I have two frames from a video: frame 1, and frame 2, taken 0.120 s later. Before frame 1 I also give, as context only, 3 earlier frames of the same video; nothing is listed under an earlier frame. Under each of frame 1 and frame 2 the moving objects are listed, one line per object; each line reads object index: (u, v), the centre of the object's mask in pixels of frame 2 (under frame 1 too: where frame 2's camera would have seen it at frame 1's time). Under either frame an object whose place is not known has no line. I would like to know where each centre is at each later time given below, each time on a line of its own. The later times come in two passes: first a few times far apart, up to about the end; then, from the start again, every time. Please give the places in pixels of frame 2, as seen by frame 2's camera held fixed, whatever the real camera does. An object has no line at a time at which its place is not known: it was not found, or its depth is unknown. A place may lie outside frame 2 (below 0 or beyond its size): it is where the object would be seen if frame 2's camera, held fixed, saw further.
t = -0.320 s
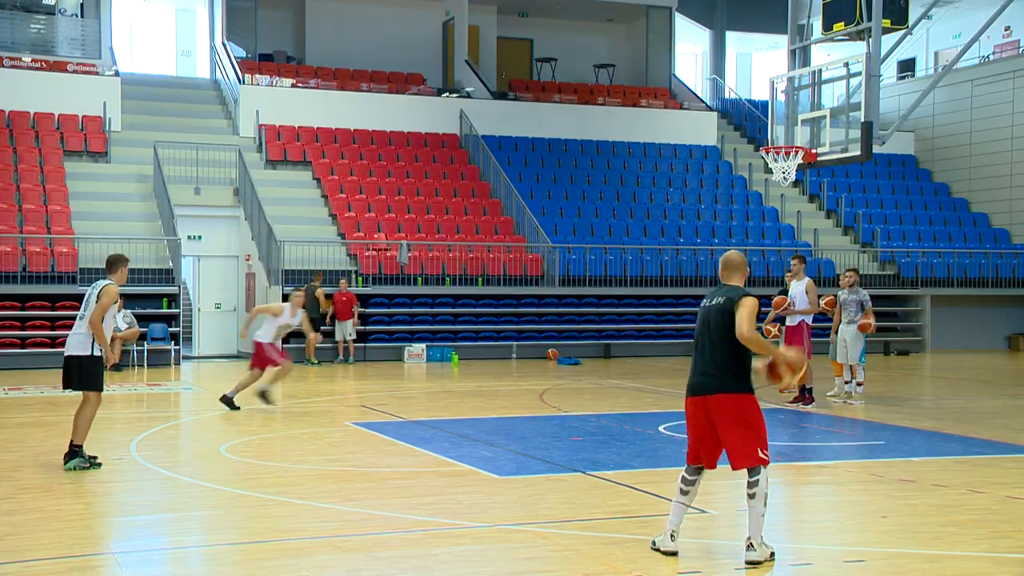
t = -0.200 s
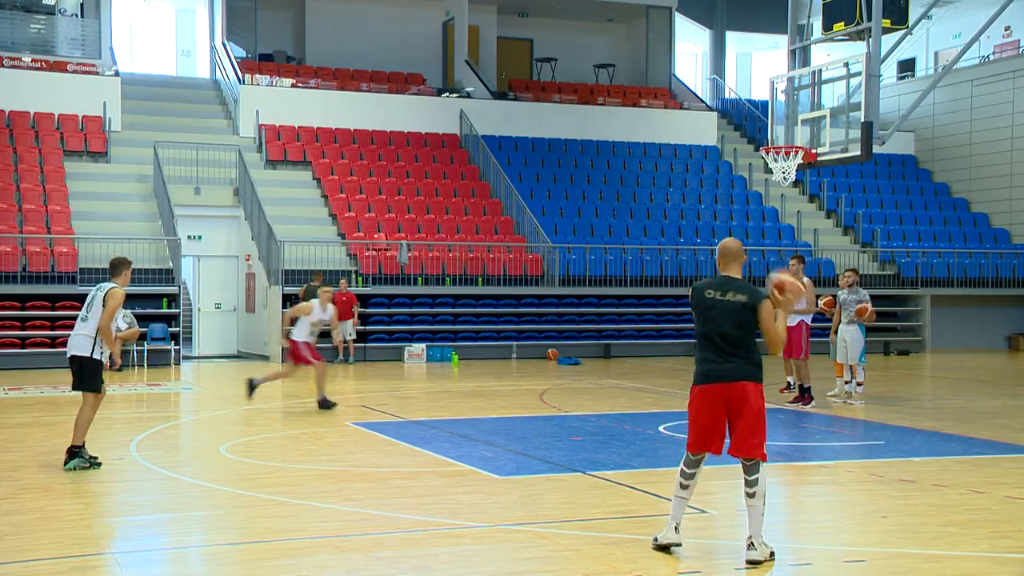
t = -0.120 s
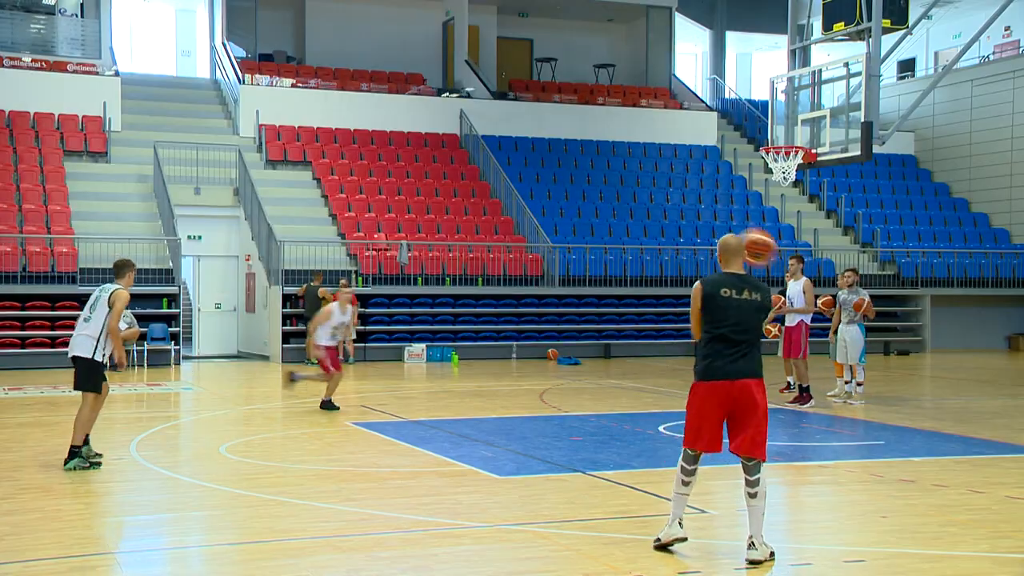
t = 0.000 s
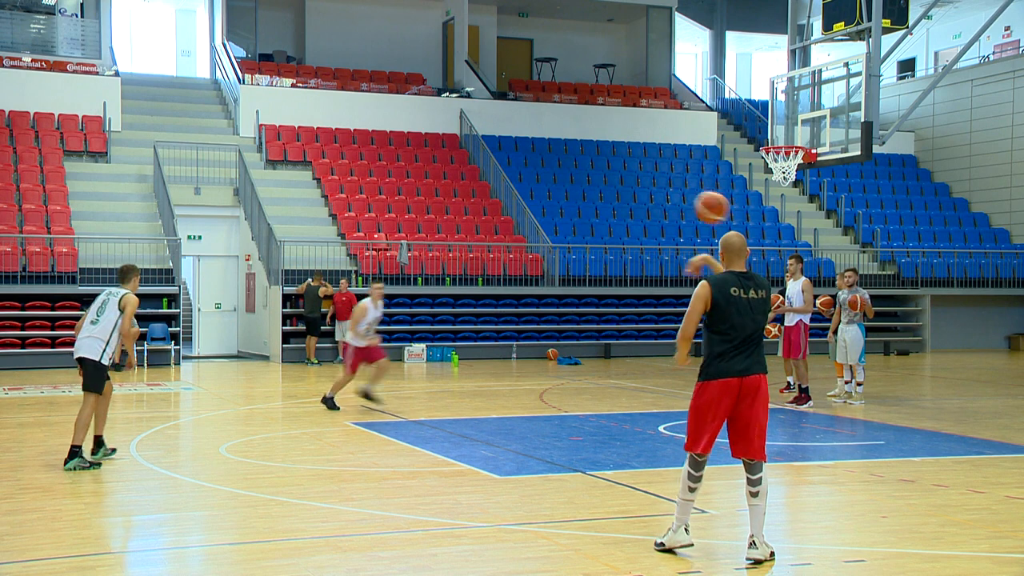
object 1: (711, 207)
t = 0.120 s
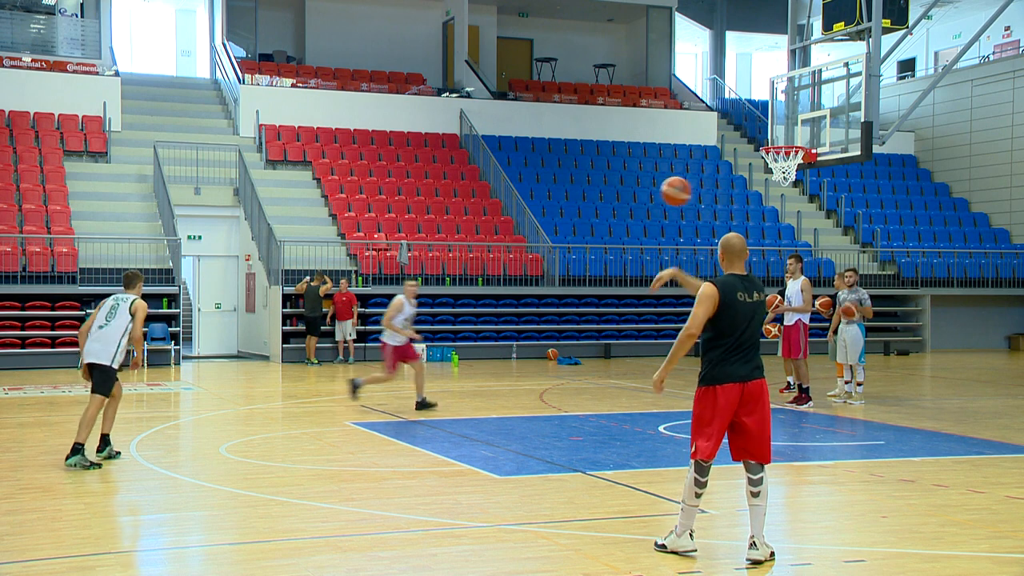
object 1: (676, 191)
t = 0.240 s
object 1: (648, 191)
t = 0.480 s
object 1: (606, 227)
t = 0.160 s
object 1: (666, 189)
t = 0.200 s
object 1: (657, 189)
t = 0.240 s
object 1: (648, 191)
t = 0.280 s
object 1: (640, 194)
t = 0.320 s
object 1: (632, 199)
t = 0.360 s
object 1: (625, 205)
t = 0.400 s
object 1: (618, 211)
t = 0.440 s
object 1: (612, 219)
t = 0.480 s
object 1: (606, 227)
